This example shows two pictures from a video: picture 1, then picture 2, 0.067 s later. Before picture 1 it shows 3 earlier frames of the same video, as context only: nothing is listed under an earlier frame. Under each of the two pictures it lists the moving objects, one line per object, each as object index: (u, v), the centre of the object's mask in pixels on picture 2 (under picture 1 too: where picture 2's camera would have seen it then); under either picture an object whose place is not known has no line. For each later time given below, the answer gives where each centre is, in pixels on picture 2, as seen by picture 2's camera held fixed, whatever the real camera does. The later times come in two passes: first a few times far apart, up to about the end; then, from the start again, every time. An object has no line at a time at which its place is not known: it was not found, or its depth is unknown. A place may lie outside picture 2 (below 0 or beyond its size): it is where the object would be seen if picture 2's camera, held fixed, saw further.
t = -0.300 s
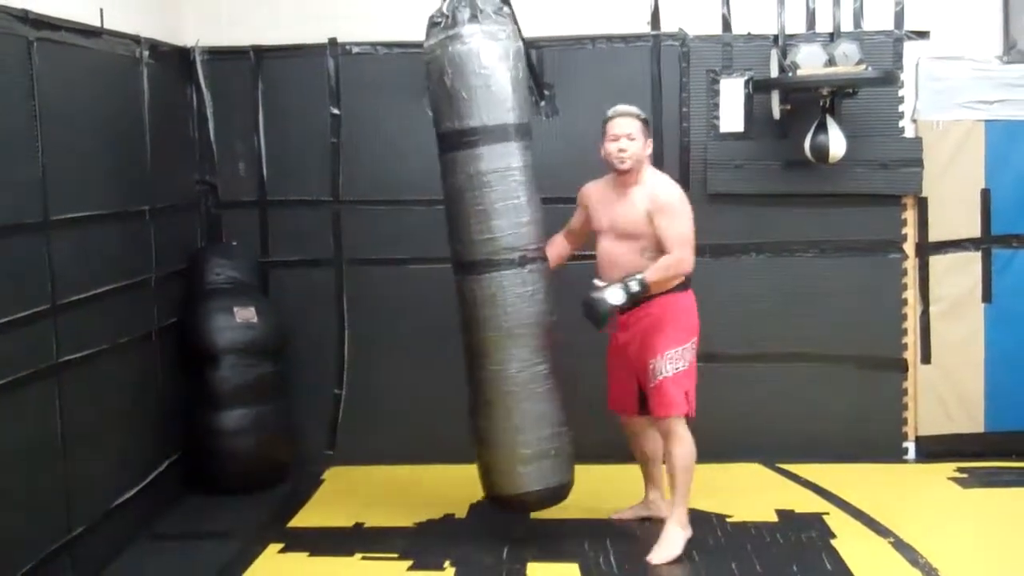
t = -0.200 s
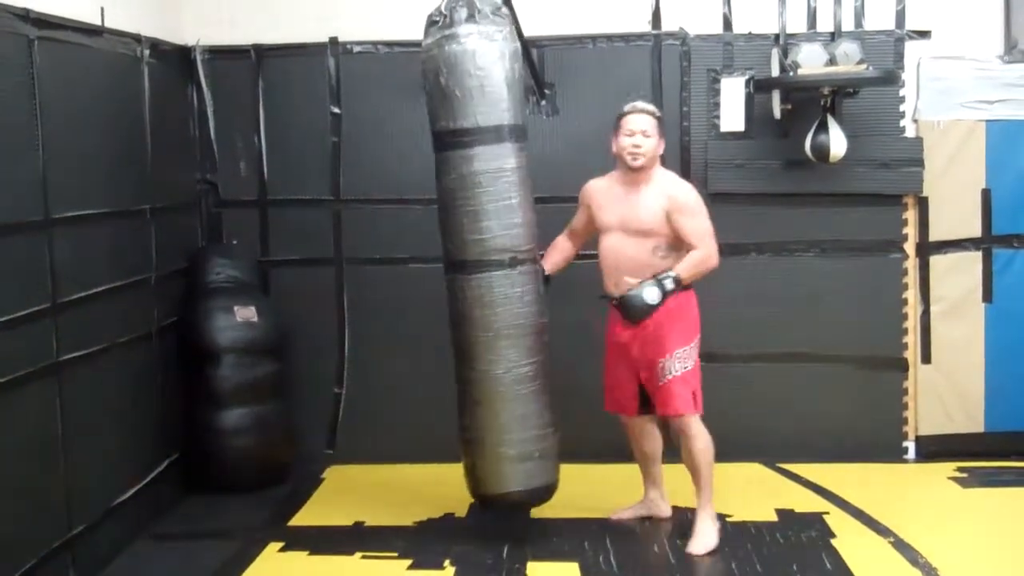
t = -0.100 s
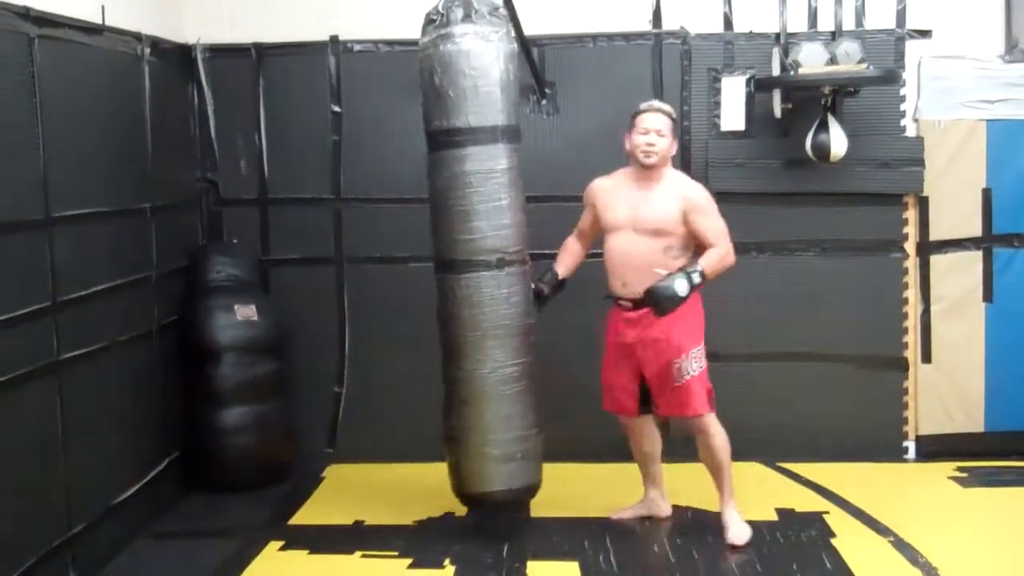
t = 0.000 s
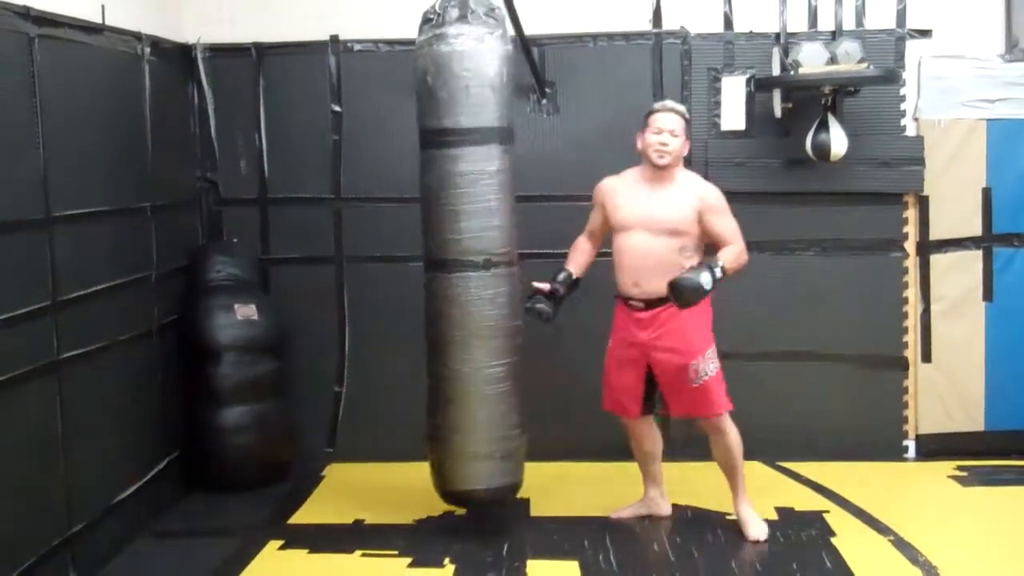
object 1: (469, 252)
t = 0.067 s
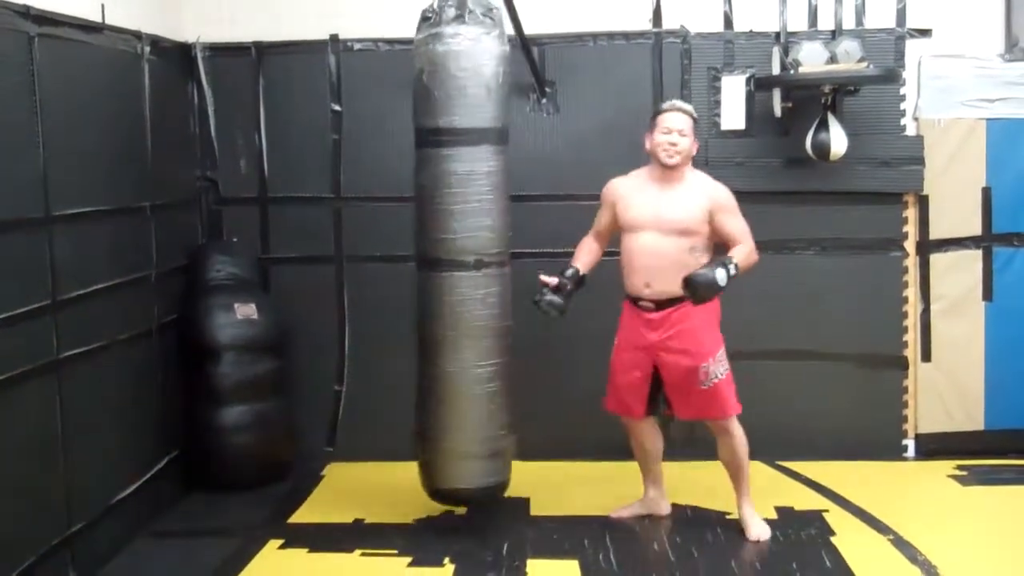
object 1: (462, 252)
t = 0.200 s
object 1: (449, 253)
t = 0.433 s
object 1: (431, 250)
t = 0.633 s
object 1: (426, 248)
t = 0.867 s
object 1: (433, 251)
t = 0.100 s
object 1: (459, 252)
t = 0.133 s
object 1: (455, 251)
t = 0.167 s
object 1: (452, 252)
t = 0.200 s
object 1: (449, 253)
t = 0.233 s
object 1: (446, 253)
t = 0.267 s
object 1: (443, 253)
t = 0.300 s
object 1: (440, 251)
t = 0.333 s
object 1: (438, 251)
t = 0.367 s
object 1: (436, 250)
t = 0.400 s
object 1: (434, 249)
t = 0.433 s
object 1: (431, 250)
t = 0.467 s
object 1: (430, 250)
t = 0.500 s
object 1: (429, 249)
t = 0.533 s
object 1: (427, 248)
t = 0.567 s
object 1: (427, 248)
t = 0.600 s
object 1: (426, 248)
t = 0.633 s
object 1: (426, 248)
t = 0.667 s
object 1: (426, 248)
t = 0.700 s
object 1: (426, 248)
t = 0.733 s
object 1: (428, 250)
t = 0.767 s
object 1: (428, 248)
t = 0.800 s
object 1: (429, 249)
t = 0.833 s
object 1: (431, 250)
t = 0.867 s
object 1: (433, 251)
